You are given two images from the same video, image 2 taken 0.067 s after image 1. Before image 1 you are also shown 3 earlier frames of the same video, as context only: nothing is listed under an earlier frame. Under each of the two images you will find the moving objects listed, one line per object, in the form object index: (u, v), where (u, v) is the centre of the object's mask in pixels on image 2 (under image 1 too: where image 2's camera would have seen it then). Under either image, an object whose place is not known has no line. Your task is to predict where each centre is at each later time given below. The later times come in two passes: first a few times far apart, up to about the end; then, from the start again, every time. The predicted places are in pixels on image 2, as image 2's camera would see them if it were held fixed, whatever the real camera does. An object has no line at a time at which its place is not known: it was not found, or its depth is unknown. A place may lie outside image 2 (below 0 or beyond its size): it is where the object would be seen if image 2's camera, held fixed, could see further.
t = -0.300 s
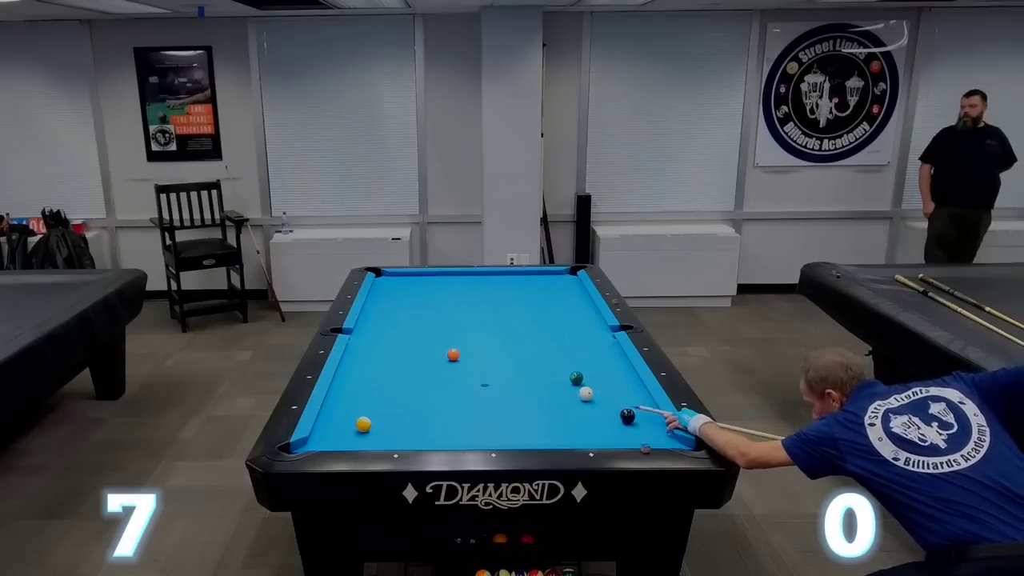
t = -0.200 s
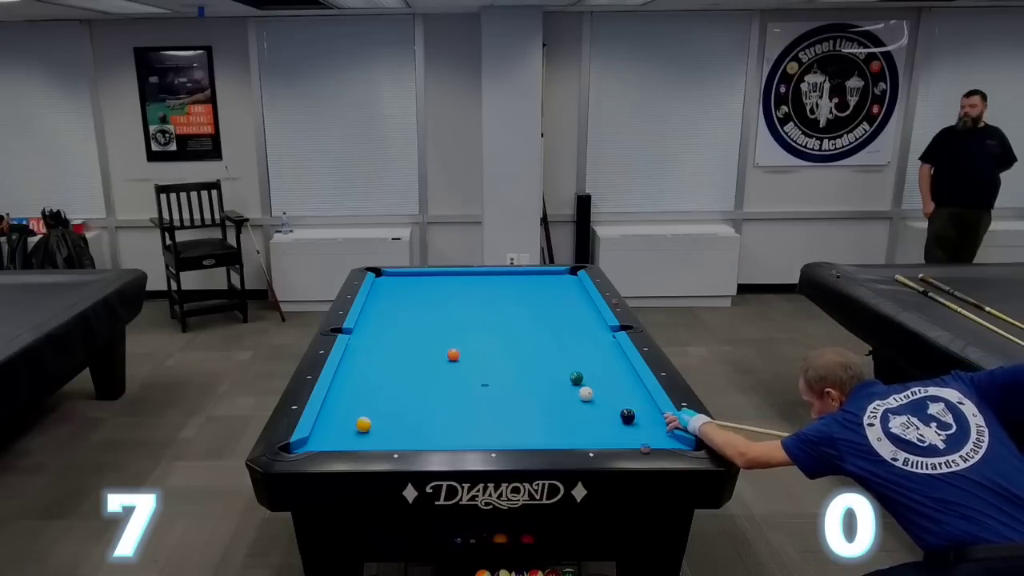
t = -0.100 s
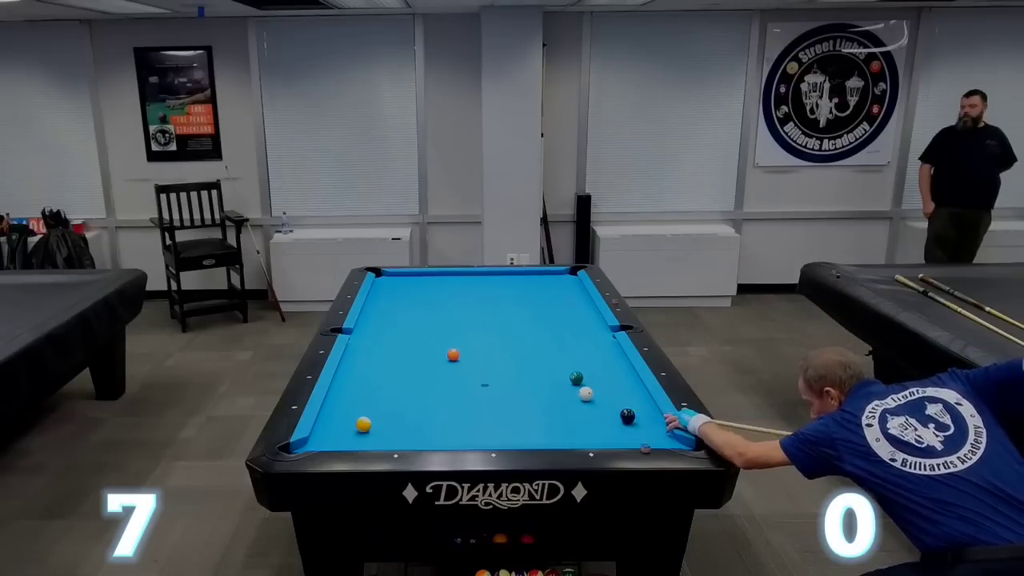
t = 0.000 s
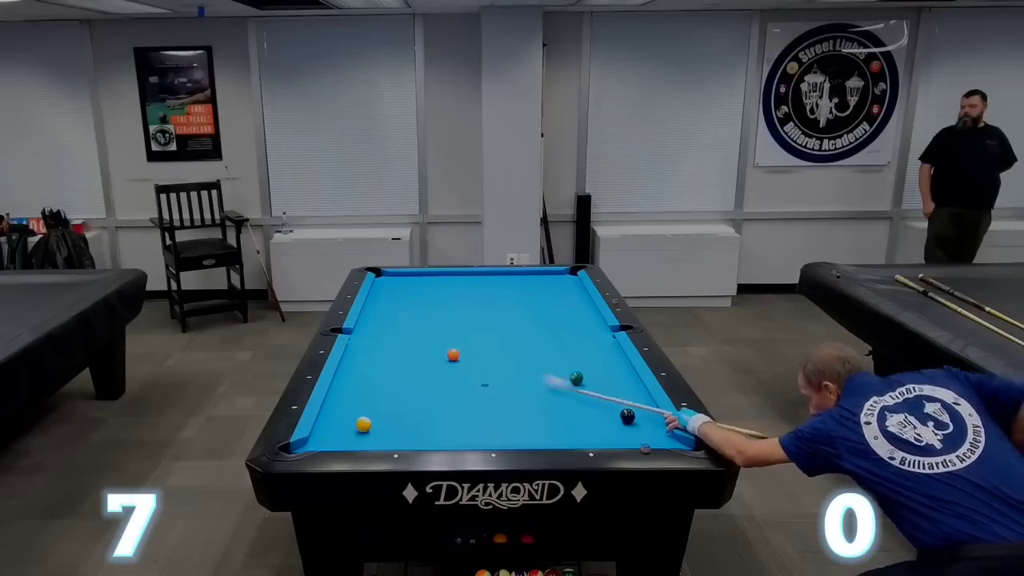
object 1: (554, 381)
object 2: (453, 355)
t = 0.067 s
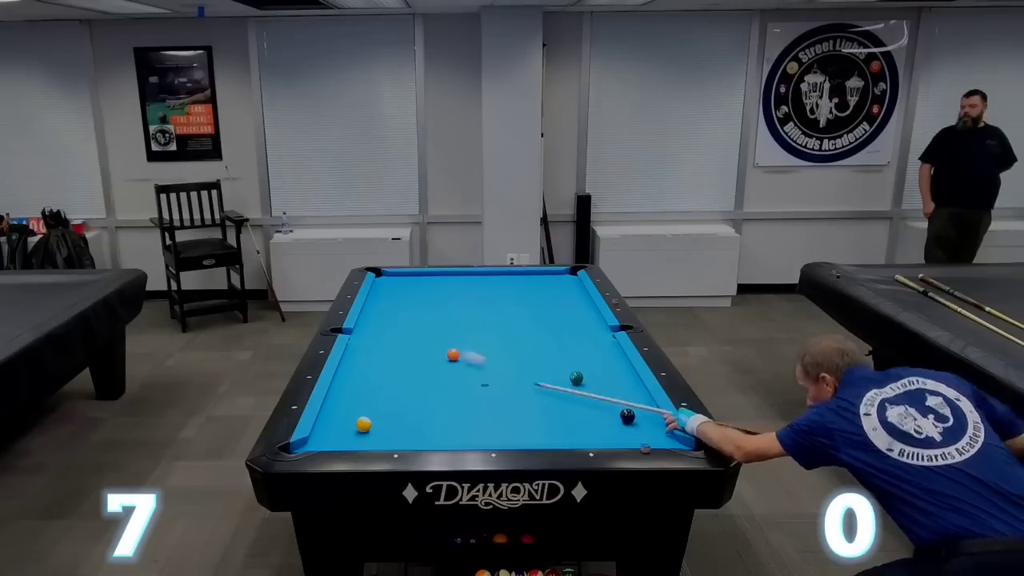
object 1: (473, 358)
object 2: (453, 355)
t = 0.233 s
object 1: (478, 341)
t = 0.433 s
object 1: (478, 324)
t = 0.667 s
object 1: (471, 307)
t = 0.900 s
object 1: (465, 292)
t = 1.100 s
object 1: (461, 282)
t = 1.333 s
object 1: (452, 274)
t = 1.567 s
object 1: (429, 281)
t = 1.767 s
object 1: (409, 286)
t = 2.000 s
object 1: (385, 292)
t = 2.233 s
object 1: (376, 299)
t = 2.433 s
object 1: (386, 305)
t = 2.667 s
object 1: (397, 313)
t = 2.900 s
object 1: (409, 321)
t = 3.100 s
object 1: (419, 328)
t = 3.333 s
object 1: (432, 336)
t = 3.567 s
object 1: (446, 345)
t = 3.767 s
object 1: (458, 353)
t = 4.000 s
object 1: (472, 362)
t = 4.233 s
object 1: (487, 372)
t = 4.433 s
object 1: (500, 380)
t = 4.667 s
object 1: (515, 391)
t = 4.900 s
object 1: (531, 401)
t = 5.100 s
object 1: (545, 411)
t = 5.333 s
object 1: (562, 422)
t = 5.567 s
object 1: (579, 433)
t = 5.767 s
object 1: (593, 439)
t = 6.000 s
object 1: (599, 434)
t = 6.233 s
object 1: (605, 428)
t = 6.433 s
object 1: (609, 422)
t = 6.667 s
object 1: (613, 417)
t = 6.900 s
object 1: (610, 413)
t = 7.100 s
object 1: (609, 411)
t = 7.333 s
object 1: (607, 408)
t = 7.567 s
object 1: (606, 406)
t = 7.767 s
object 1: (605, 404)
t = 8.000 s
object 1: (605, 403)
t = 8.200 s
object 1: (604, 402)
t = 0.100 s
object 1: (467, 352)
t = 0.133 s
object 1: (470, 349)
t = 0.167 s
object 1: (473, 347)
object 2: (355, 333)
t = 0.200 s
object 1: (476, 344)
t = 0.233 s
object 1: (478, 341)
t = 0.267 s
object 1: (479, 338)
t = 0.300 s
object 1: (480, 335)
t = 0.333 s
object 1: (480, 332)
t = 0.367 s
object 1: (480, 330)
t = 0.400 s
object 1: (479, 327)
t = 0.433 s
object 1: (478, 324)
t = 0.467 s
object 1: (477, 321)
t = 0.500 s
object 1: (476, 319)
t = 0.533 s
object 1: (475, 316)
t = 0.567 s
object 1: (474, 314)
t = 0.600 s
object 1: (473, 312)
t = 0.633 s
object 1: (472, 310)
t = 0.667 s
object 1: (471, 307)
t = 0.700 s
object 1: (470, 305)
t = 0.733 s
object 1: (470, 303)
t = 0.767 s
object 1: (469, 301)
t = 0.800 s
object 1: (468, 299)
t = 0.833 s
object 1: (467, 297)
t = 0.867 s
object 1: (466, 295)
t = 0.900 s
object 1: (465, 292)
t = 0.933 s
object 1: (465, 291)
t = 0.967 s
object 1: (464, 289)
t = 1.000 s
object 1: (463, 287)
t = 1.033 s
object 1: (463, 285)
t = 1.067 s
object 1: (462, 283)
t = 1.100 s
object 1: (461, 282)
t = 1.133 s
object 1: (461, 280)
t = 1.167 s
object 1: (460, 278)
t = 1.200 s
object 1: (459, 277)
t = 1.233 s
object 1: (459, 275)
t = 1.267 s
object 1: (458, 274)
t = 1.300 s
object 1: (456, 274)
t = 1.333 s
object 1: (452, 274)
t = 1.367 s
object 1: (449, 275)
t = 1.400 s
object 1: (446, 276)
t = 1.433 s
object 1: (443, 277)
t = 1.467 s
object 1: (439, 278)
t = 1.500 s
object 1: (436, 279)
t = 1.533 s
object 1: (433, 280)
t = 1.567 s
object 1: (429, 281)
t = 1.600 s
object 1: (426, 281)
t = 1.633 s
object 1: (423, 282)
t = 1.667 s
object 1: (419, 283)
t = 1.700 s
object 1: (416, 284)
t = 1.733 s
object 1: (413, 285)
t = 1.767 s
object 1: (409, 286)
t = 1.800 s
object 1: (406, 287)
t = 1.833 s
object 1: (403, 287)
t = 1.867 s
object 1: (399, 288)
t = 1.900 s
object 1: (396, 289)
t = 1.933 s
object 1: (392, 290)
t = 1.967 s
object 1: (389, 291)
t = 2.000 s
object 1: (385, 292)
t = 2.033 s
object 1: (382, 293)
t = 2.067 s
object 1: (378, 294)
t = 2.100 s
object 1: (375, 295)
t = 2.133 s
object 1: (372, 296)
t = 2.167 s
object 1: (373, 297)
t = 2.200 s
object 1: (375, 298)
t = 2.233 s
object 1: (376, 299)
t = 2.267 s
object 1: (378, 300)
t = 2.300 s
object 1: (379, 301)
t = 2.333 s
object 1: (381, 302)
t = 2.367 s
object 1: (383, 303)
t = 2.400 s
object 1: (384, 304)
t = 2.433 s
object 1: (386, 305)
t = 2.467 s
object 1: (387, 306)
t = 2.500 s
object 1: (389, 307)
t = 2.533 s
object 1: (391, 308)
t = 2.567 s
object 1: (392, 310)
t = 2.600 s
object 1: (394, 310)
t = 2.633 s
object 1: (395, 312)
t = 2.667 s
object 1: (397, 313)
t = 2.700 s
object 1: (399, 314)
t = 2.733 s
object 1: (400, 315)
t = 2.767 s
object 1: (402, 316)
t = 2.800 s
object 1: (403, 317)
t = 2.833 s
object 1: (405, 318)
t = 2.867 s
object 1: (407, 320)
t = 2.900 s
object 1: (409, 321)
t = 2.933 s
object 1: (410, 322)
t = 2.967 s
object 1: (412, 323)
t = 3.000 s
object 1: (414, 324)
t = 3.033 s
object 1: (416, 326)
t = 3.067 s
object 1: (417, 327)
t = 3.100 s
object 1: (419, 328)
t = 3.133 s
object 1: (421, 329)
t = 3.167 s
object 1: (423, 330)
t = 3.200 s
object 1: (425, 331)
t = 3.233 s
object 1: (427, 333)
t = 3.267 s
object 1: (428, 334)
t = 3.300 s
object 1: (431, 335)
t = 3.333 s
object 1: (432, 336)
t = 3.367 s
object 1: (434, 338)
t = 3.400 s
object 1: (436, 339)
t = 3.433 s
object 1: (438, 340)
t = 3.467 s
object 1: (440, 341)
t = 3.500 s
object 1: (442, 343)
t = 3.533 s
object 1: (444, 344)
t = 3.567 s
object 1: (446, 345)
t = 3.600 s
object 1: (448, 346)
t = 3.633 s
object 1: (450, 348)
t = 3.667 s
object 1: (452, 349)
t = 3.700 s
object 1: (453, 350)
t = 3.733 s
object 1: (456, 352)
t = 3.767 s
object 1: (458, 353)
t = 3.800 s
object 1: (460, 354)
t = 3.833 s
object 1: (462, 355)
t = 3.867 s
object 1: (464, 357)
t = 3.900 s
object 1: (466, 358)
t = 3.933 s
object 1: (468, 359)
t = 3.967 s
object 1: (470, 361)
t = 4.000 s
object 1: (472, 362)
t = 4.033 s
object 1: (474, 363)
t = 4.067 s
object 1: (476, 365)
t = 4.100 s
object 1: (478, 366)
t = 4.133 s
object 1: (480, 367)
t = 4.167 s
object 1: (482, 369)
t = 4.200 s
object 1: (484, 370)
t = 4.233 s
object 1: (487, 372)
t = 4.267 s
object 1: (489, 373)
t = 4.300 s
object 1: (491, 374)
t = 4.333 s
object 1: (493, 376)
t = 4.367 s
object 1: (495, 377)
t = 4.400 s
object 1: (497, 379)
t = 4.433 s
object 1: (500, 380)
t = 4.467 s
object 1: (502, 382)
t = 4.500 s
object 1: (504, 383)
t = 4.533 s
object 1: (506, 385)
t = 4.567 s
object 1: (508, 386)
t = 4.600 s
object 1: (511, 387)
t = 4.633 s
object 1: (513, 389)
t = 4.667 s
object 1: (515, 391)
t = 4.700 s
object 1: (517, 392)
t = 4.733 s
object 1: (519, 393)
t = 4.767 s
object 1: (522, 395)
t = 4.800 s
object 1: (524, 397)
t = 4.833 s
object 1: (527, 398)
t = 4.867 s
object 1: (529, 400)
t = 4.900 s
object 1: (531, 401)
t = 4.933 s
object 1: (534, 403)
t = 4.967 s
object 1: (536, 404)
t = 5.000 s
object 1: (538, 406)
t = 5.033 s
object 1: (541, 407)
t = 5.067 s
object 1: (543, 409)
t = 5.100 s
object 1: (545, 411)
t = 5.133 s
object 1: (548, 412)
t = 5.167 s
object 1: (550, 414)
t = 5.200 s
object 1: (552, 415)
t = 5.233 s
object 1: (555, 417)
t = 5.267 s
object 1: (557, 418)
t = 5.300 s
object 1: (560, 420)
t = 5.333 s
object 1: (562, 422)
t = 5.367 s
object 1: (564, 423)
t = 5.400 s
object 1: (567, 425)
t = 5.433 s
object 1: (569, 427)
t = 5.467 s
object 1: (572, 428)
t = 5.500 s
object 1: (574, 430)
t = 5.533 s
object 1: (577, 431)
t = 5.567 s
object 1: (579, 433)
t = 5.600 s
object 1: (582, 434)
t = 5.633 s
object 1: (584, 435)
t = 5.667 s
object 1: (587, 436)
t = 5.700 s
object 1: (589, 438)
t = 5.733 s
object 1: (592, 439)
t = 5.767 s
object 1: (593, 439)
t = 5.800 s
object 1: (595, 438)
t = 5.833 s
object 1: (595, 437)
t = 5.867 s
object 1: (596, 437)
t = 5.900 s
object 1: (597, 436)
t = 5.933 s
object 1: (598, 435)
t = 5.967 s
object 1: (599, 435)
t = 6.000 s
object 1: (599, 434)
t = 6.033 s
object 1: (600, 433)
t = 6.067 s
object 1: (601, 432)
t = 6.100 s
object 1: (602, 431)
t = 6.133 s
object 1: (603, 430)
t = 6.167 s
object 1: (604, 429)
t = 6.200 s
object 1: (604, 428)
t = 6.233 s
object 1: (605, 428)
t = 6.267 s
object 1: (606, 427)
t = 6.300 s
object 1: (606, 426)
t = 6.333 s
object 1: (607, 425)
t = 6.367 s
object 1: (608, 424)
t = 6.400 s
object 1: (609, 423)
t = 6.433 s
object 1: (609, 422)
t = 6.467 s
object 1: (610, 421)
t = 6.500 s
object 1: (611, 420)
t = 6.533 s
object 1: (611, 420)
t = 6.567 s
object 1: (612, 419)
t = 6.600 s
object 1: (613, 418)
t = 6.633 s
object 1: (613, 418)
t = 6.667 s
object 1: (613, 417)
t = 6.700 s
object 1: (613, 417)
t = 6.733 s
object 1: (612, 416)
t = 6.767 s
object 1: (612, 415)
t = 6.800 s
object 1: (612, 415)
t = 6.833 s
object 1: (611, 414)
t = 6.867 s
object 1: (611, 414)
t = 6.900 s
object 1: (610, 413)
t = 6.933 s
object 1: (610, 413)
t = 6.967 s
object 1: (610, 412)
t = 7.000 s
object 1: (610, 412)
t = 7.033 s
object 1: (609, 411)
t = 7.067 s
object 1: (609, 411)
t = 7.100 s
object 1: (609, 411)
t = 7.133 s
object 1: (608, 410)
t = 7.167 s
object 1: (608, 410)
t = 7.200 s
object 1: (608, 410)
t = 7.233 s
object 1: (608, 409)
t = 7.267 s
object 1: (607, 409)
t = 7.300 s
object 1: (607, 408)
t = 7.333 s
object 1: (607, 408)
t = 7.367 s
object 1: (607, 408)
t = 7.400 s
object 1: (607, 407)
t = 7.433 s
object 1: (607, 407)
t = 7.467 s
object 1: (607, 407)
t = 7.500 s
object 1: (606, 406)
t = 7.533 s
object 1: (606, 406)
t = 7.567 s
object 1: (606, 406)
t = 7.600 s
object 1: (606, 406)
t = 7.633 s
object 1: (606, 405)
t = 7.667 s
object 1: (606, 405)
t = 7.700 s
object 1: (605, 405)
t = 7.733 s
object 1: (605, 405)
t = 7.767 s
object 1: (605, 404)
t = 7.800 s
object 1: (605, 404)
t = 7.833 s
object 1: (605, 404)
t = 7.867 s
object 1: (605, 404)
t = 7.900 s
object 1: (605, 404)
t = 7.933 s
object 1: (605, 404)
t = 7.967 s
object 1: (605, 403)
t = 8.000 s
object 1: (605, 403)
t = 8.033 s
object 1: (604, 403)
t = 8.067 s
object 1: (604, 403)
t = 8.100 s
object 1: (604, 403)
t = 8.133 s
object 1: (604, 402)
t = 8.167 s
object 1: (604, 402)
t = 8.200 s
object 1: (604, 402)
